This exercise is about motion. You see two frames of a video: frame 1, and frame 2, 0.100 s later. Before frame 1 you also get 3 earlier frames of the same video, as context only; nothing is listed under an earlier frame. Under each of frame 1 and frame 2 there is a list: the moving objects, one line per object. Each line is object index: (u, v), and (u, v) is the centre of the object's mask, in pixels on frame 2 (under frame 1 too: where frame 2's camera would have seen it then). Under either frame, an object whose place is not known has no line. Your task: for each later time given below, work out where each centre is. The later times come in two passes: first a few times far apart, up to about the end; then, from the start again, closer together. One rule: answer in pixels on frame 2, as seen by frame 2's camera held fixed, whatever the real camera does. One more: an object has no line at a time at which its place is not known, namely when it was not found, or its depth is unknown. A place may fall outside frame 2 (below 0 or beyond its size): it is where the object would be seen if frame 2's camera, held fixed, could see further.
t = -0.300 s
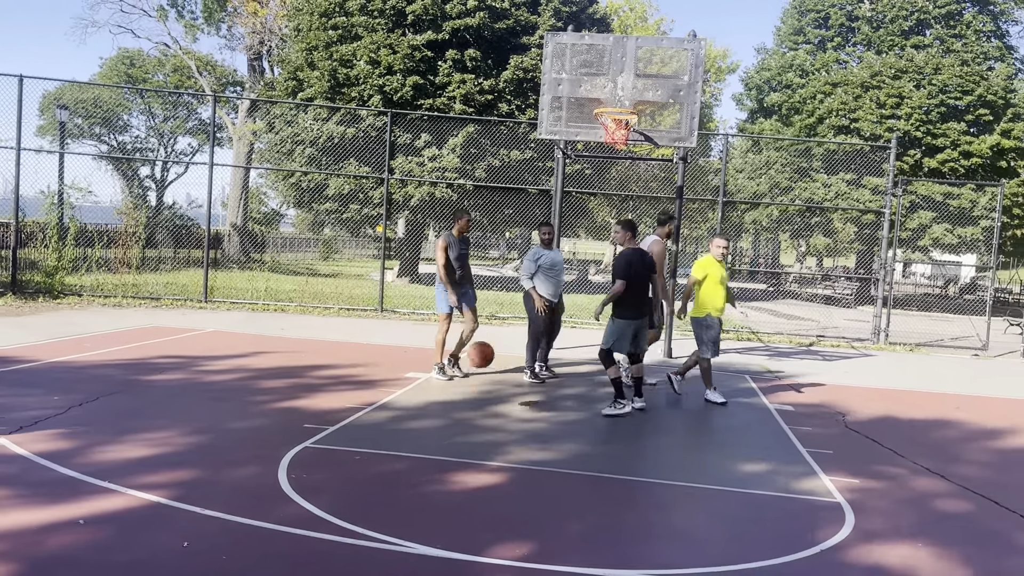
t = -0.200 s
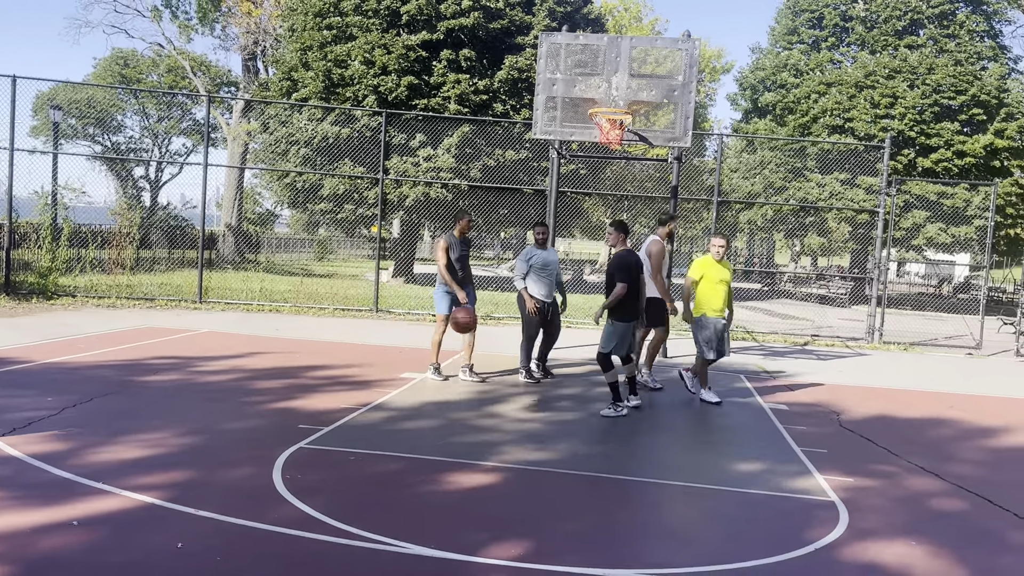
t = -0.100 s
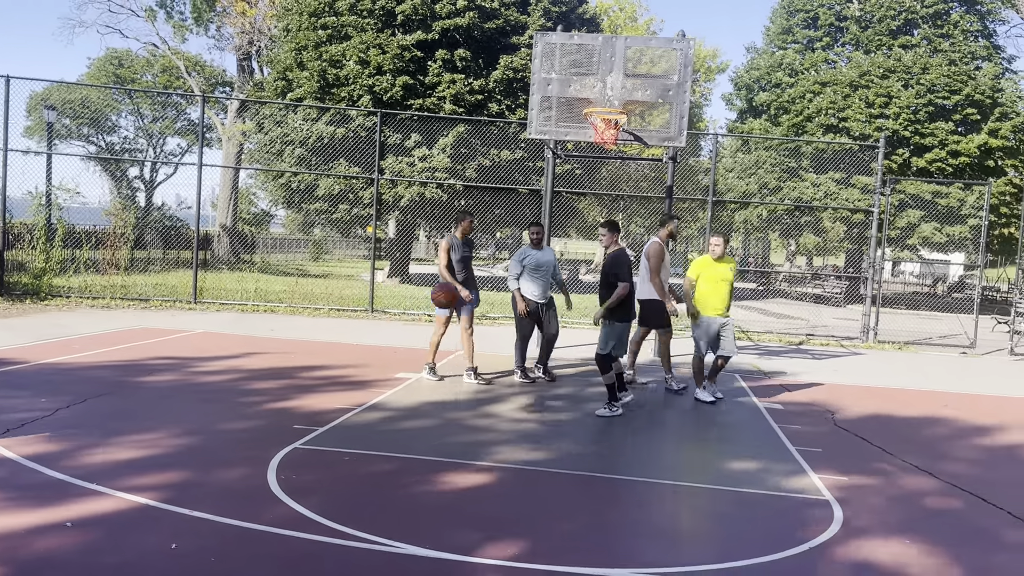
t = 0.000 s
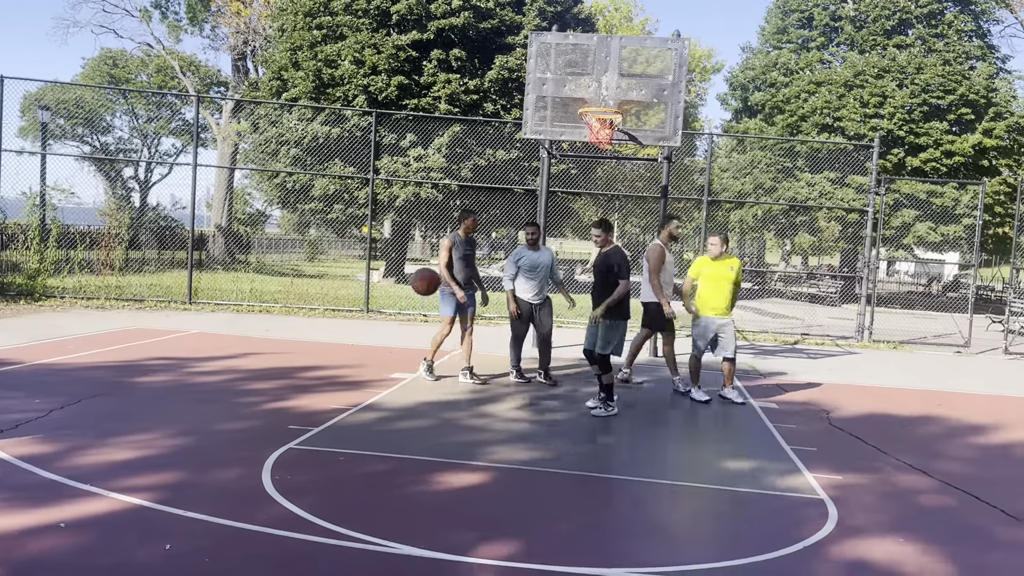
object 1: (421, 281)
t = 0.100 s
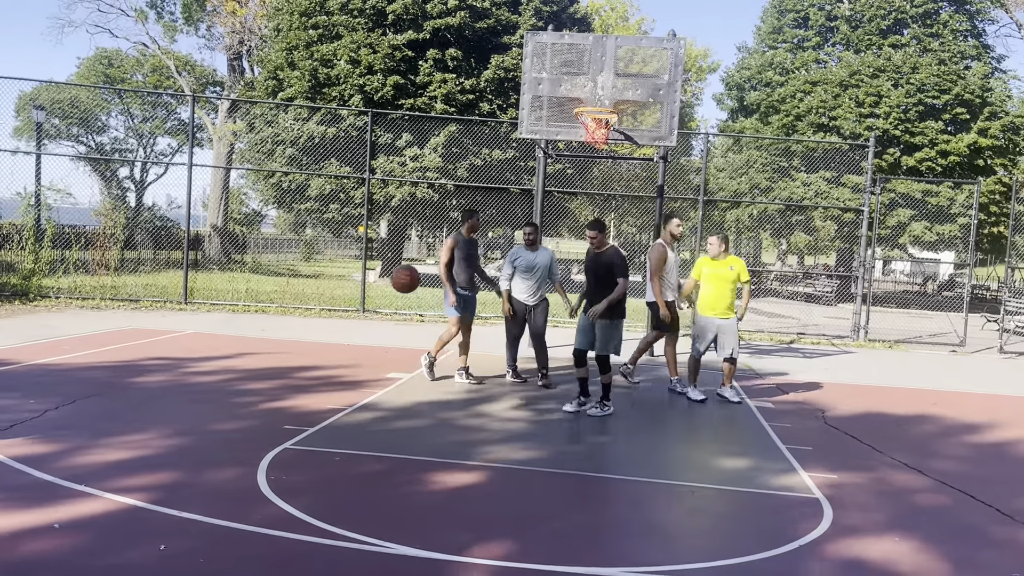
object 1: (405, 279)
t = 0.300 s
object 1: (370, 310)
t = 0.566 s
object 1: (317, 409)
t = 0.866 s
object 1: (254, 335)
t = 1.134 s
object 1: (191, 373)
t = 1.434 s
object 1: (112, 402)
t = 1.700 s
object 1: (27, 403)
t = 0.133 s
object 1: (400, 281)
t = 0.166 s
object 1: (394, 283)
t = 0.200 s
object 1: (388, 288)
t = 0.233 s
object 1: (382, 294)
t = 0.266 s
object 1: (375, 301)
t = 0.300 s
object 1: (370, 310)
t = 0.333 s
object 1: (363, 321)
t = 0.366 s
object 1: (356, 332)
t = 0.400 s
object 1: (350, 346)
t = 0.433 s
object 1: (343, 361)
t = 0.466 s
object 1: (336, 377)
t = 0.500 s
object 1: (330, 396)
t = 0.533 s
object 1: (323, 415)
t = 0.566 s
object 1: (317, 409)
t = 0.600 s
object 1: (311, 396)
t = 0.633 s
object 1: (305, 383)
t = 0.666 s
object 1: (298, 372)
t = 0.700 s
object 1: (291, 362)
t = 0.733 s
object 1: (284, 354)
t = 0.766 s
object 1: (277, 347)
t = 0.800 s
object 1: (270, 341)
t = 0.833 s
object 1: (262, 337)
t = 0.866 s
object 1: (254, 335)
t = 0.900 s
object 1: (247, 334)
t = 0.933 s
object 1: (239, 335)
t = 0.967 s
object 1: (231, 337)
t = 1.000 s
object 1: (223, 340)
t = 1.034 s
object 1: (216, 346)
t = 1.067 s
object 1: (207, 353)
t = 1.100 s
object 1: (200, 362)
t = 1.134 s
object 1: (191, 373)
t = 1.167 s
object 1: (184, 386)
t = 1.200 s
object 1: (175, 401)
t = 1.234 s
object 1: (166, 417)
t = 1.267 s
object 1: (157, 435)
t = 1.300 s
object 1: (148, 442)
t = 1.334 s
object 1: (140, 430)
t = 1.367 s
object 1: (131, 419)
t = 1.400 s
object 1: (121, 410)
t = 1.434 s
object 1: (112, 402)
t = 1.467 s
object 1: (102, 396)
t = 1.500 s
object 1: (92, 391)
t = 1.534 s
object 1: (82, 389)
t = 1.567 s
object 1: (72, 388)
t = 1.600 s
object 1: (61, 388)
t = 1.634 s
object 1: (49, 391)
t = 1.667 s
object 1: (38, 396)
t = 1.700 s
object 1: (27, 403)
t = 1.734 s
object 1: (15, 412)
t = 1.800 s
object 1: (1, 436)
